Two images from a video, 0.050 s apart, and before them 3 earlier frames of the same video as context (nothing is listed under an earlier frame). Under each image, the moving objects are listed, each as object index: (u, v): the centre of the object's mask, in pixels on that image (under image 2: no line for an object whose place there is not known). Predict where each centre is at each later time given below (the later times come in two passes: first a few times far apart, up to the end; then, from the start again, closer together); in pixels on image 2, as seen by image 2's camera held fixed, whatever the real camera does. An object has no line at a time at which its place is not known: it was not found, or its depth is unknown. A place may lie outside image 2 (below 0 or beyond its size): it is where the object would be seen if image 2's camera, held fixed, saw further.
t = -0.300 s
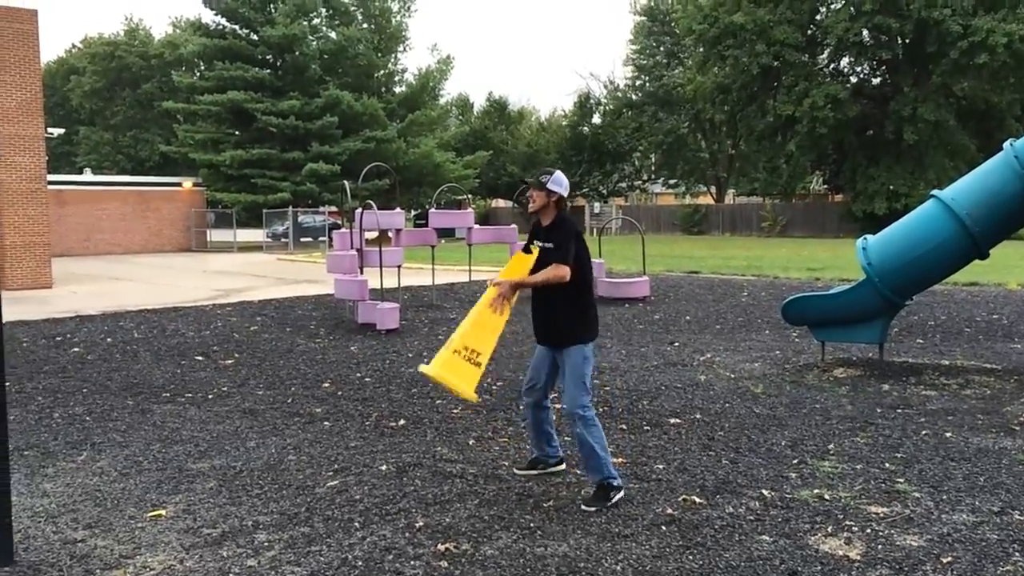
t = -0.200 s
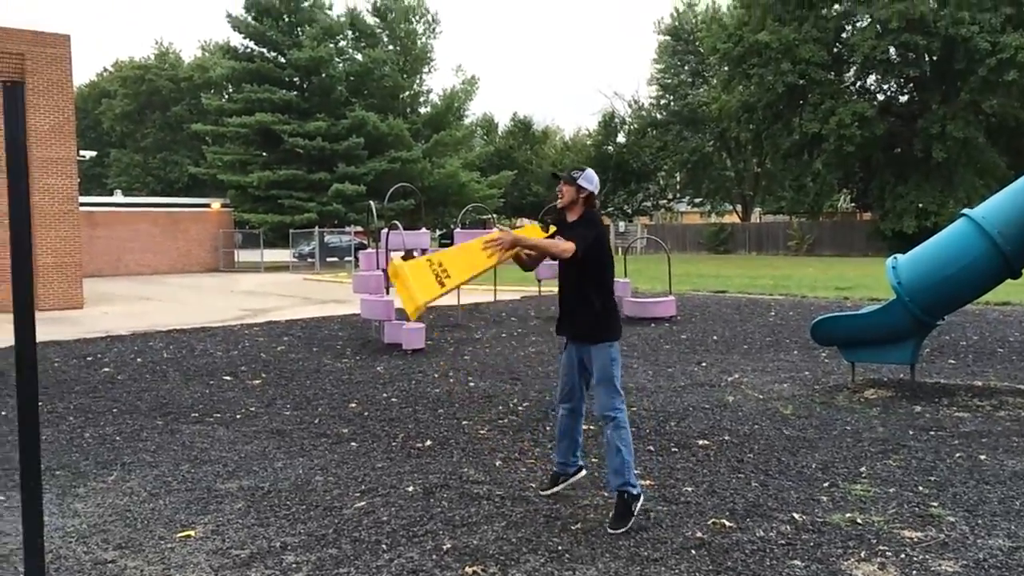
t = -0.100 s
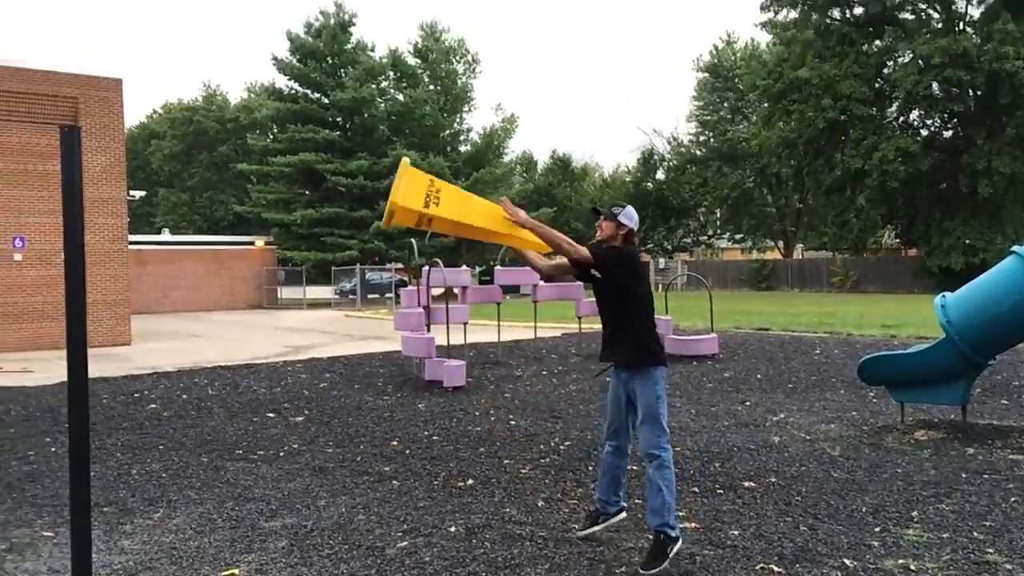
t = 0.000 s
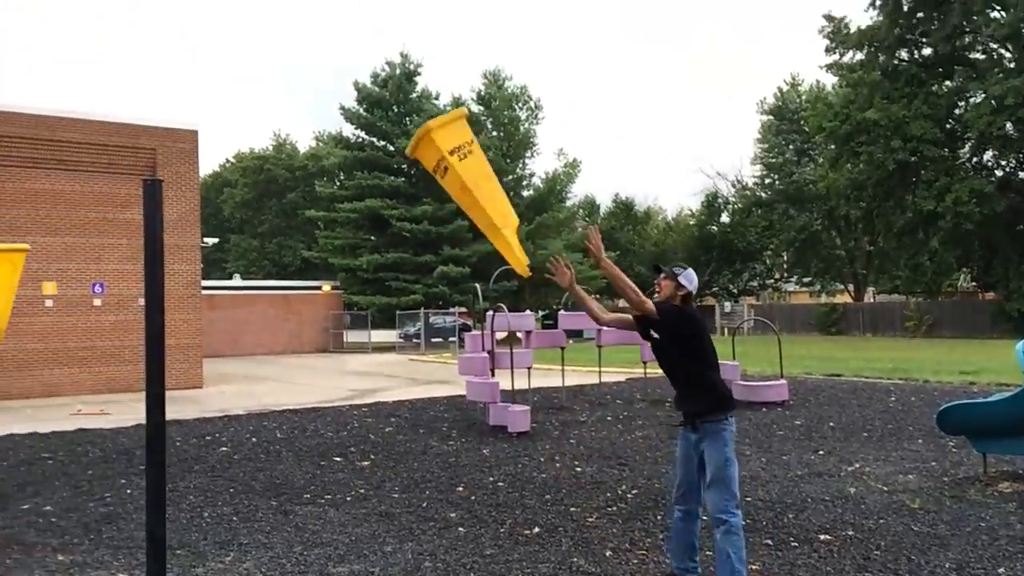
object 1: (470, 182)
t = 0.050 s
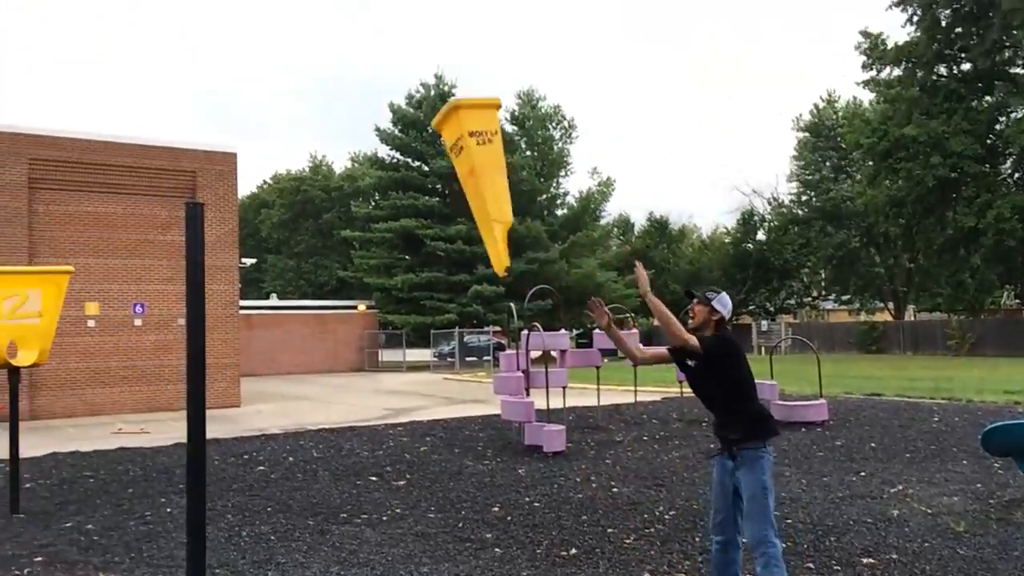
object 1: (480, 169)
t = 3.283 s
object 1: (200, 253)
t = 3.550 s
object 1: (202, 251)
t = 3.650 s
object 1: (203, 254)
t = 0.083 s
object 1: (464, 150)
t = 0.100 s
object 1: (456, 140)
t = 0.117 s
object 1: (448, 131)
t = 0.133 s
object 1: (438, 123)
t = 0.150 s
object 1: (430, 115)
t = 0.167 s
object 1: (421, 107)
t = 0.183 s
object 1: (416, 100)
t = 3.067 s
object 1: (193, 255)
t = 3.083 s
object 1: (194, 255)
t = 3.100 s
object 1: (194, 255)
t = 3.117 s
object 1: (195, 255)
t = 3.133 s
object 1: (195, 255)
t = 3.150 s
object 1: (196, 254)
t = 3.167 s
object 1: (196, 254)
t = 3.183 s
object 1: (197, 254)
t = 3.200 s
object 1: (198, 254)
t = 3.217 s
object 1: (198, 254)
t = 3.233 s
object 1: (199, 254)
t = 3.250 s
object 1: (199, 253)
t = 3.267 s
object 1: (199, 253)
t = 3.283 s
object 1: (200, 253)
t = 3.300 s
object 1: (200, 253)
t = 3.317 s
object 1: (200, 253)
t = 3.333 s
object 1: (200, 253)
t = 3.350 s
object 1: (200, 252)
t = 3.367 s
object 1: (201, 253)
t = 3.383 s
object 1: (201, 253)
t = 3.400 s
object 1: (201, 252)
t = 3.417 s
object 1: (202, 252)
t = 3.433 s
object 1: (202, 252)
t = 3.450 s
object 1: (202, 252)
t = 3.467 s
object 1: (201, 252)
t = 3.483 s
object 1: (201, 251)
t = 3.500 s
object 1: (202, 251)
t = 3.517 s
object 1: (202, 252)
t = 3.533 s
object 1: (202, 251)
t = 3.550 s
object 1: (202, 251)
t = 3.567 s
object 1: (203, 251)
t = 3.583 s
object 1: (202, 251)
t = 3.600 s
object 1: (200, 251)
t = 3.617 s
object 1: (201, 253)
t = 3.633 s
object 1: (202, 253)
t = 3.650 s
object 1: (203, 254)
